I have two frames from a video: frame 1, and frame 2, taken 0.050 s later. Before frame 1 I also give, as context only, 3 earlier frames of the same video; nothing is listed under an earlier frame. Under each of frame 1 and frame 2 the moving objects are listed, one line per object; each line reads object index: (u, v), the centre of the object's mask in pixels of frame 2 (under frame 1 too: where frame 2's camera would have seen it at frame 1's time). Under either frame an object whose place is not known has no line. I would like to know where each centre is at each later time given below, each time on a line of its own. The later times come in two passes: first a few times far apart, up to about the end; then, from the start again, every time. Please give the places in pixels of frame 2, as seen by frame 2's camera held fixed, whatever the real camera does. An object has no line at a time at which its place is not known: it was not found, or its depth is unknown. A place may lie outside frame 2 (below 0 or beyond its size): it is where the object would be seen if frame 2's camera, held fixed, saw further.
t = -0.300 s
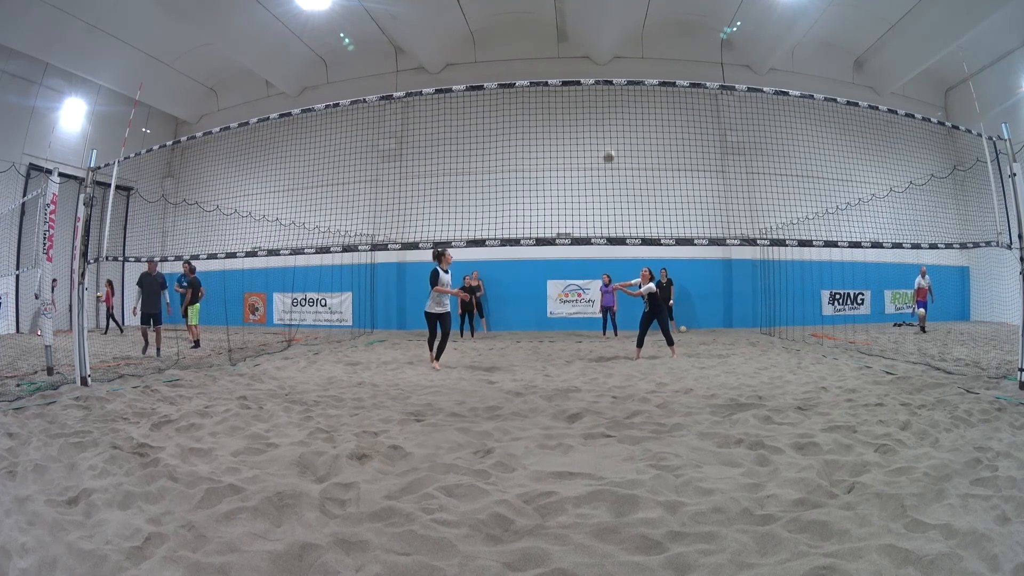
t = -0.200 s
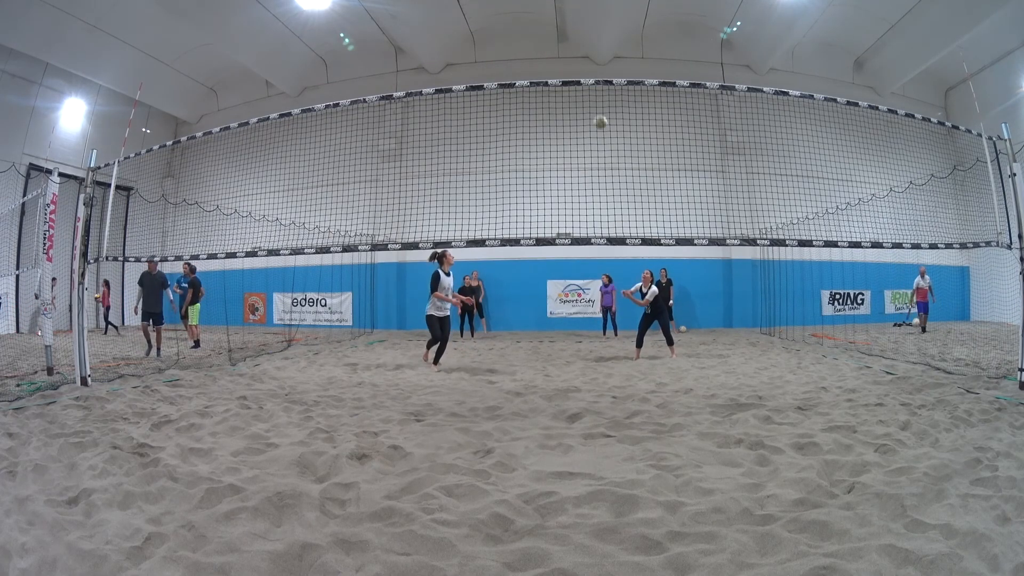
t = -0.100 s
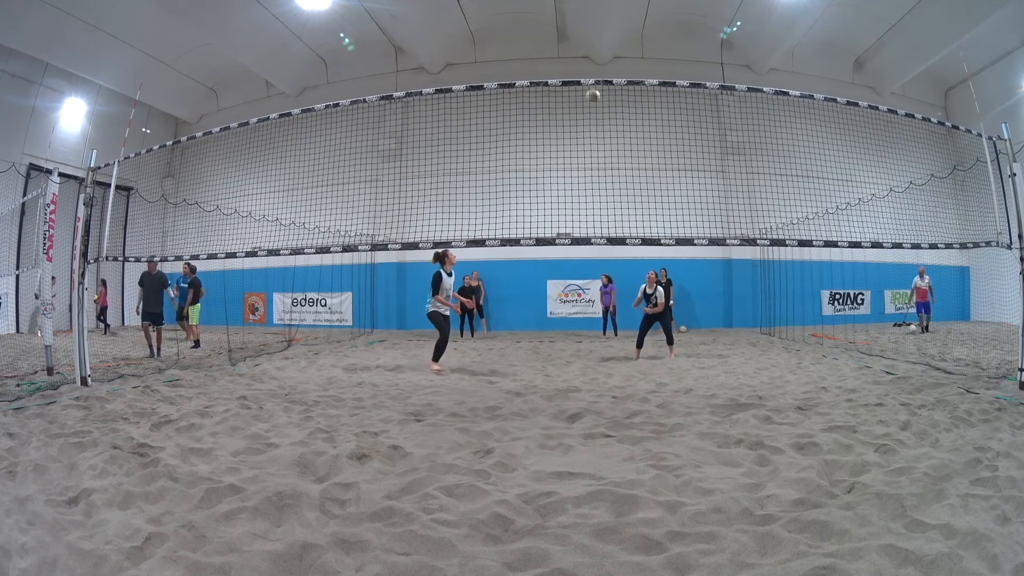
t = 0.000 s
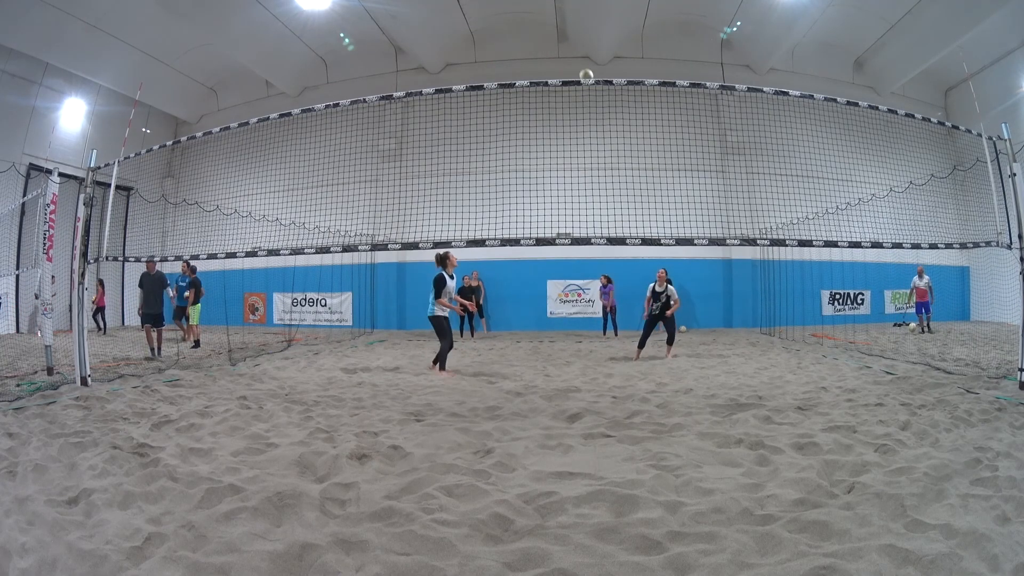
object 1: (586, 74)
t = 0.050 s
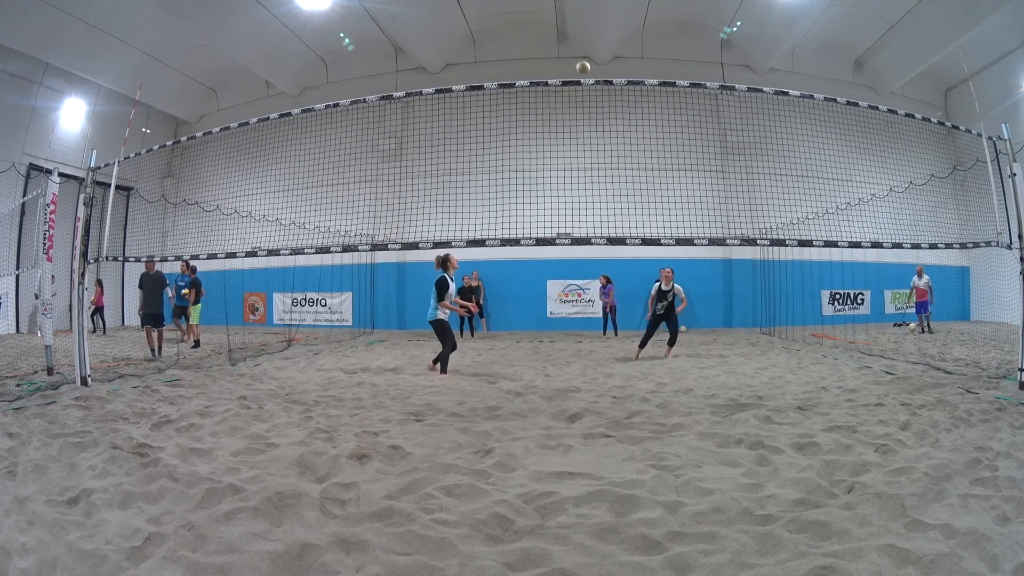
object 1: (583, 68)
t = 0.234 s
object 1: (572, 50)
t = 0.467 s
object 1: (559, 51)
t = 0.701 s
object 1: (547, 78)
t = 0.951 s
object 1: (534, 154)
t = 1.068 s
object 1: (526, 209)
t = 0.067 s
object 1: (582, 65)
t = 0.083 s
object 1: (581, 63)
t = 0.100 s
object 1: (580, 61)
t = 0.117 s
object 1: (579, 59)
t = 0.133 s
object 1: (578, 57)
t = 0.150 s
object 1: (577, 56)
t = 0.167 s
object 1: (576, 54)
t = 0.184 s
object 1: (575, 53)
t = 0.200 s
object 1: (574, 52)
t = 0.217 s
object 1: (573, 51)
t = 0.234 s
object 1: (572, 50)
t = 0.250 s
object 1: (571, 49)
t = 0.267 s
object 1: (570, 49)
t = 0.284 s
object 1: (569, 48)
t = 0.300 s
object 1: (568, 48)
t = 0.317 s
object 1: (567, 47)
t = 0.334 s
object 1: (566, 47)
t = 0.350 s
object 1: (566, 47)
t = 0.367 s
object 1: (564, 47)
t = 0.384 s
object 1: (564, 47)
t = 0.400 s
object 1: (563, 48)
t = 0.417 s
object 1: (562, 49)
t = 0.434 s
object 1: (561, 50)
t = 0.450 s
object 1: (560, 50)
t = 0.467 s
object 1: (559, 51)
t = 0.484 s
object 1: (558, 52)
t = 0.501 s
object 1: (557, 54)
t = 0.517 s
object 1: (557, 55)
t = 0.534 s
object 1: (556, 57)
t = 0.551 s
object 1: (555, 59)
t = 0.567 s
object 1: (554, 61)
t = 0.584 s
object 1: (553, 63)
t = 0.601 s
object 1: (552, 65)
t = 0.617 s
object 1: (551, 67)
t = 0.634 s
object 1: (550, 70)
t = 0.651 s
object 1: (550, 73)
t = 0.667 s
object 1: (549, 75)
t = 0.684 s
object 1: (548, 76)
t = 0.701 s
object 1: (547, 78)
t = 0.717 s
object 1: (552, 89)
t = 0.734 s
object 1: (545, 91)
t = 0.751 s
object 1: (544, 93)
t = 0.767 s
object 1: (543, 97)
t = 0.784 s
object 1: (543, 101)
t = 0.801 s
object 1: (541, 105)
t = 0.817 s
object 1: (540, 110)
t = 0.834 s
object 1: (540, 115)
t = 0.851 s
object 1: (539, 120)
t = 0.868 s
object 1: (538, 126)
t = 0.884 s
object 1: (537, 131)
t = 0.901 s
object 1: (536, 137)
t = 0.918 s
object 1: (535, 143)
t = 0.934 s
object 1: (534, 149)
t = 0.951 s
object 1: (534, 154)
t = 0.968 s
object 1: (532, 162)
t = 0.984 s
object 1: (531, 170)
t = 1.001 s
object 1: (530, 177)
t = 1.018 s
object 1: (529, 185)
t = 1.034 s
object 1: (529, 192)
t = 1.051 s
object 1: (527, 200)
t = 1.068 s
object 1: (526, 209)
